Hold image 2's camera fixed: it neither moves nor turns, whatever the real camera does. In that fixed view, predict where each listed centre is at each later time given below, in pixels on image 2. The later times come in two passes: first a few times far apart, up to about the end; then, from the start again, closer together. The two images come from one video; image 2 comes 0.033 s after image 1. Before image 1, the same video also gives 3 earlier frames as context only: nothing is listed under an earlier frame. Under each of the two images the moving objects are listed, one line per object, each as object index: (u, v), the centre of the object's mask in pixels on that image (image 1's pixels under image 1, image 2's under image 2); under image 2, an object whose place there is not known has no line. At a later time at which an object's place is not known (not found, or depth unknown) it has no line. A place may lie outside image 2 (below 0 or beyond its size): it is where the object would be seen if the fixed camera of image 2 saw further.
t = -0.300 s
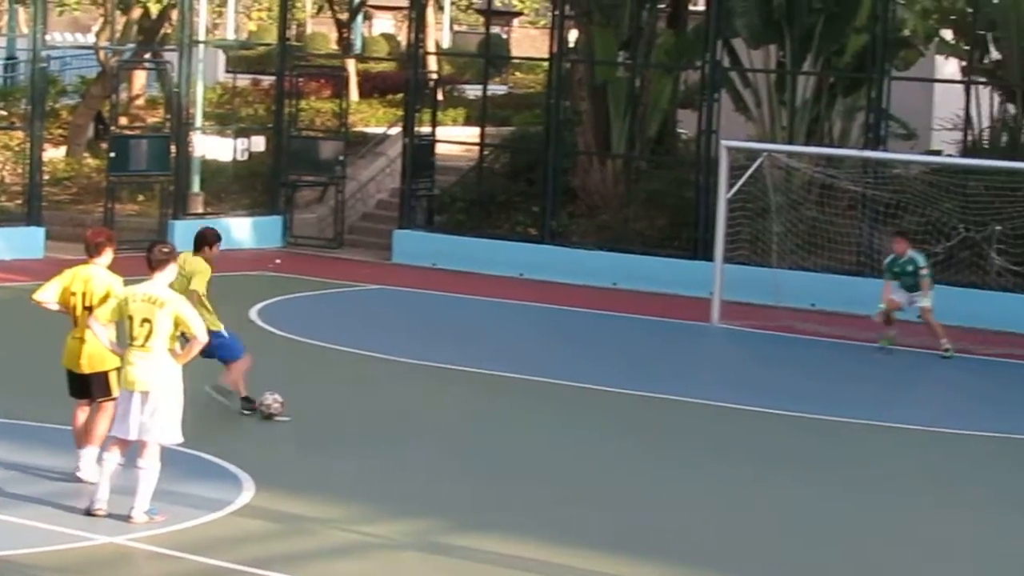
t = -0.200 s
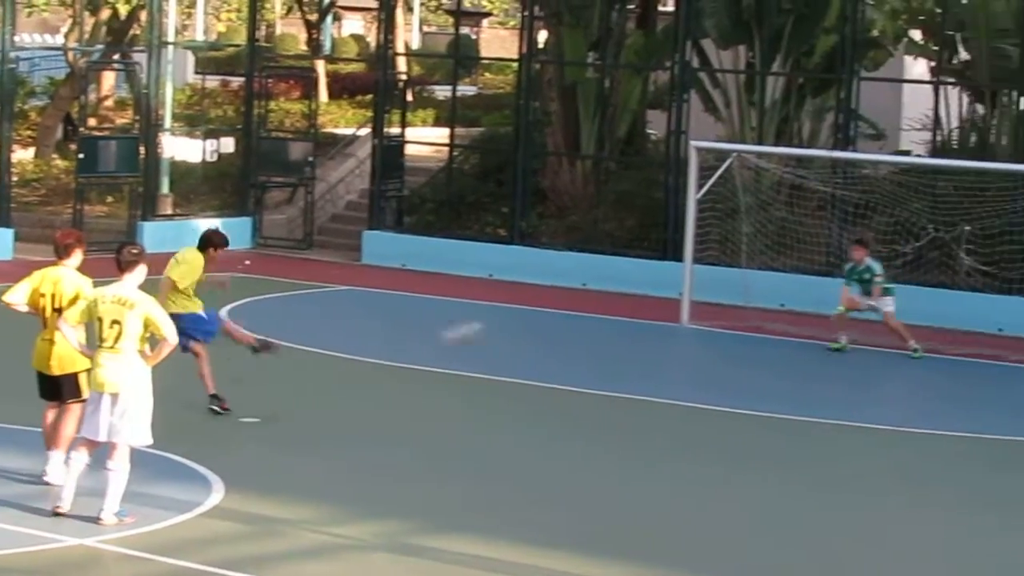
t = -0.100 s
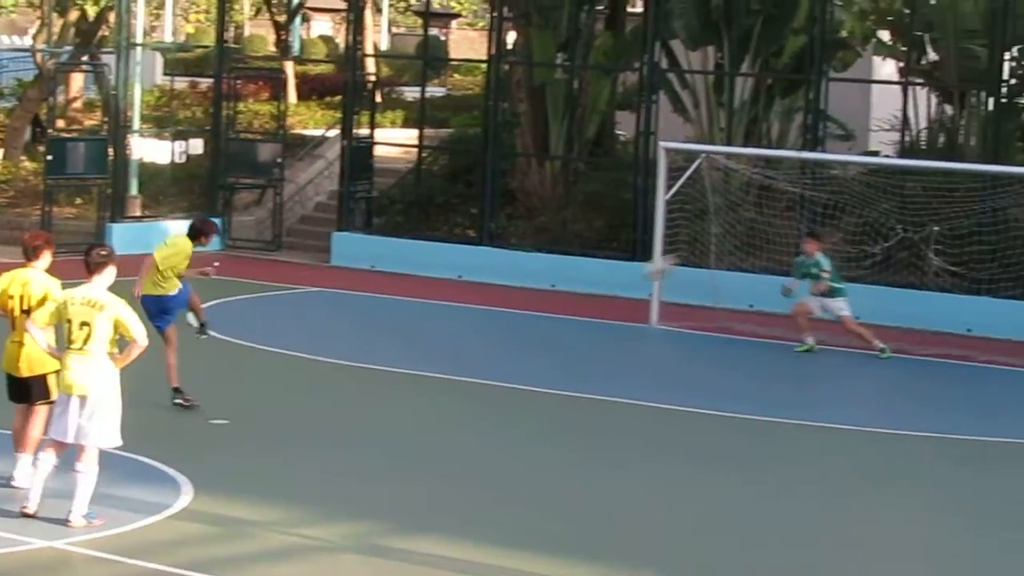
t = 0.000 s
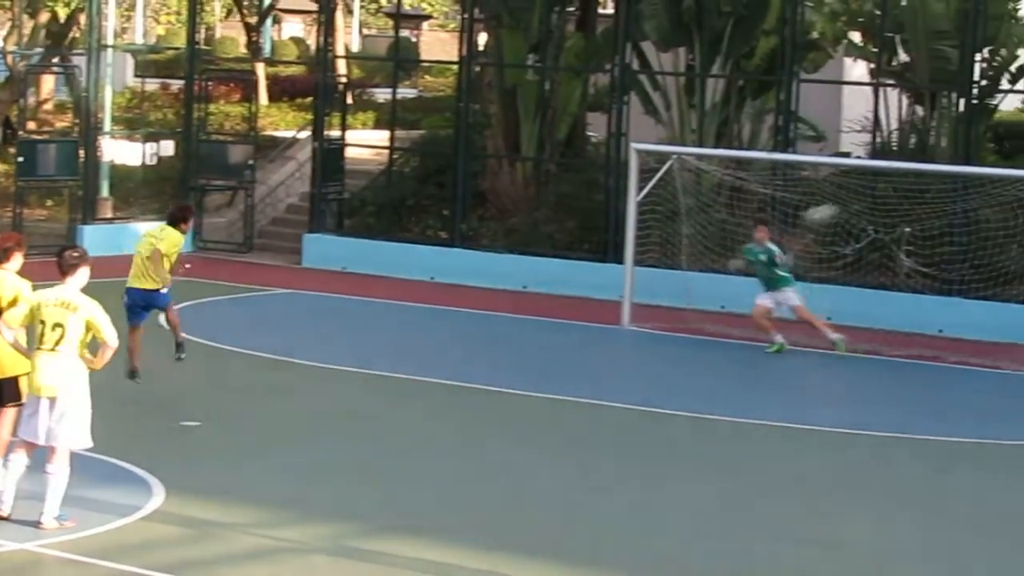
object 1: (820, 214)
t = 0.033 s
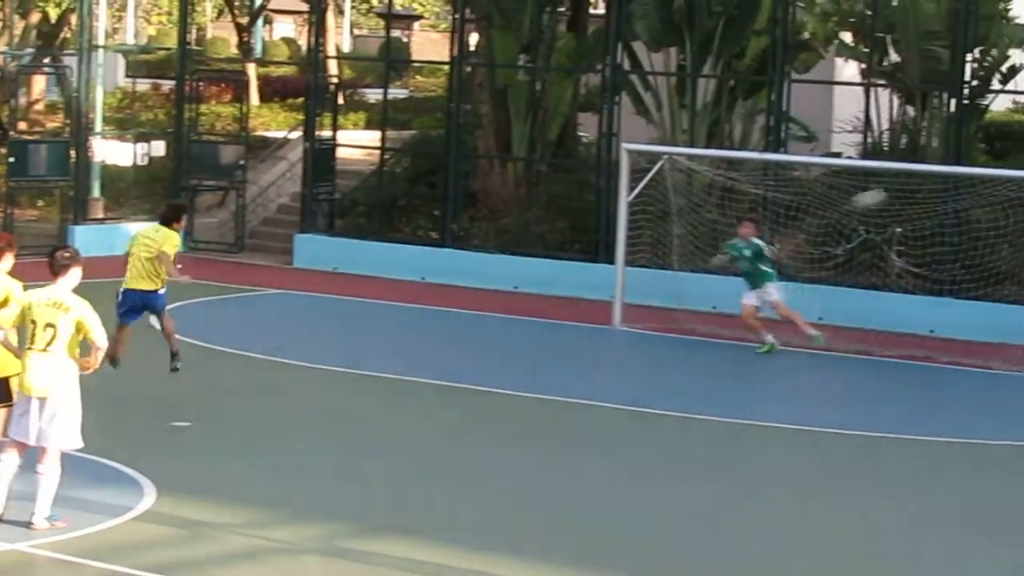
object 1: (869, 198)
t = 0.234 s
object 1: (954, 325)
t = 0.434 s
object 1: (926, 88)
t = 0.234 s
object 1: (954, 325)
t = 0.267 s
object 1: (950, 282)
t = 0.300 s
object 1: (945, 241)
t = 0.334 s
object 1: (941, 202)
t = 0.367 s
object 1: (936, 163)
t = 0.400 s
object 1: (931, 127)
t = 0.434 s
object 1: (926, 88)
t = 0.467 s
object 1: (920, 51)
